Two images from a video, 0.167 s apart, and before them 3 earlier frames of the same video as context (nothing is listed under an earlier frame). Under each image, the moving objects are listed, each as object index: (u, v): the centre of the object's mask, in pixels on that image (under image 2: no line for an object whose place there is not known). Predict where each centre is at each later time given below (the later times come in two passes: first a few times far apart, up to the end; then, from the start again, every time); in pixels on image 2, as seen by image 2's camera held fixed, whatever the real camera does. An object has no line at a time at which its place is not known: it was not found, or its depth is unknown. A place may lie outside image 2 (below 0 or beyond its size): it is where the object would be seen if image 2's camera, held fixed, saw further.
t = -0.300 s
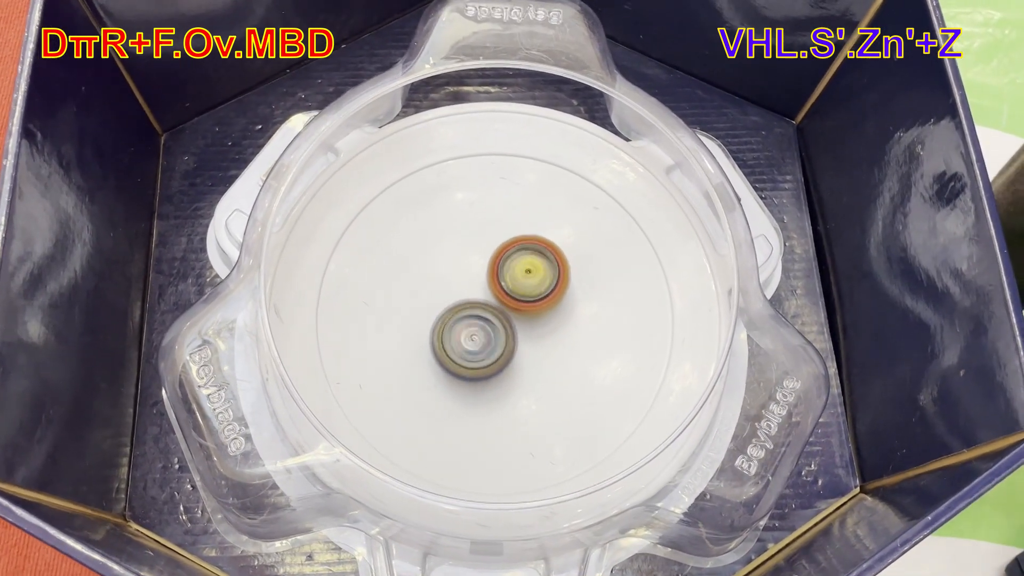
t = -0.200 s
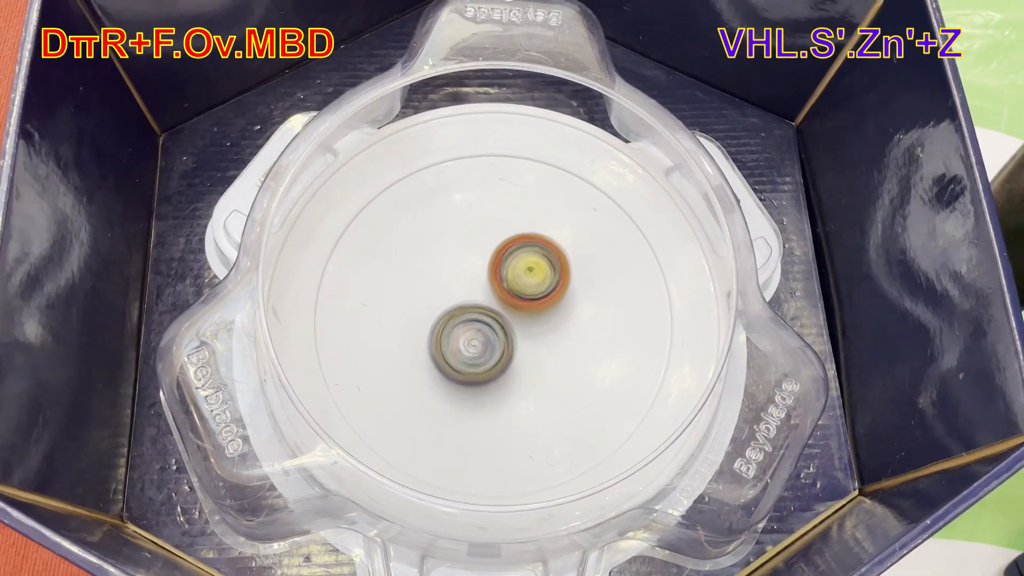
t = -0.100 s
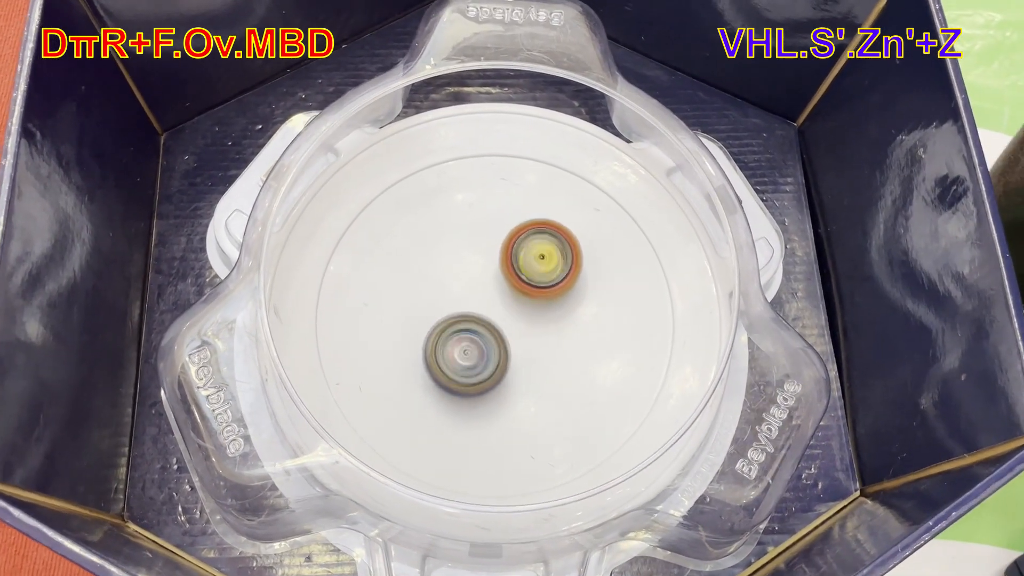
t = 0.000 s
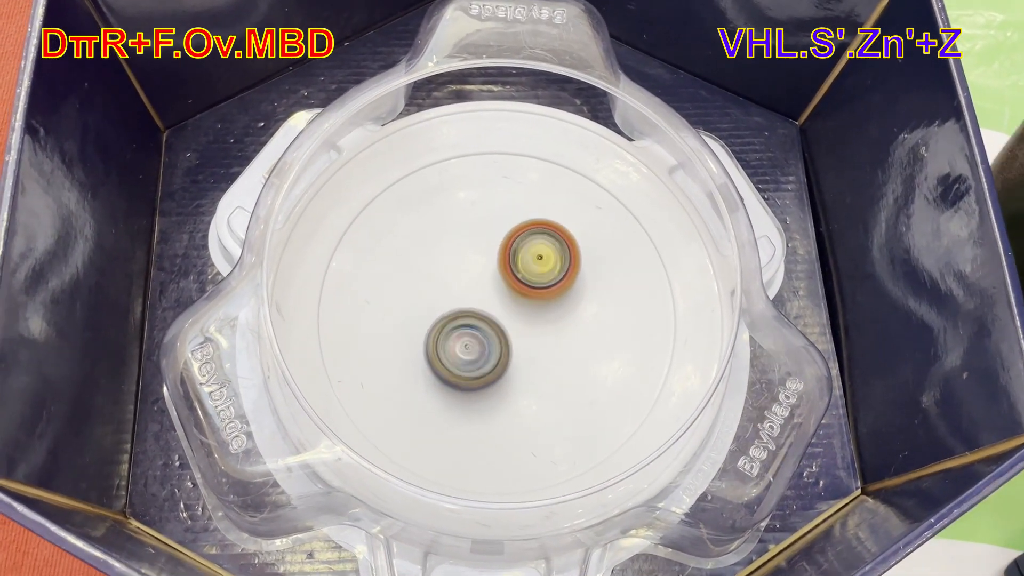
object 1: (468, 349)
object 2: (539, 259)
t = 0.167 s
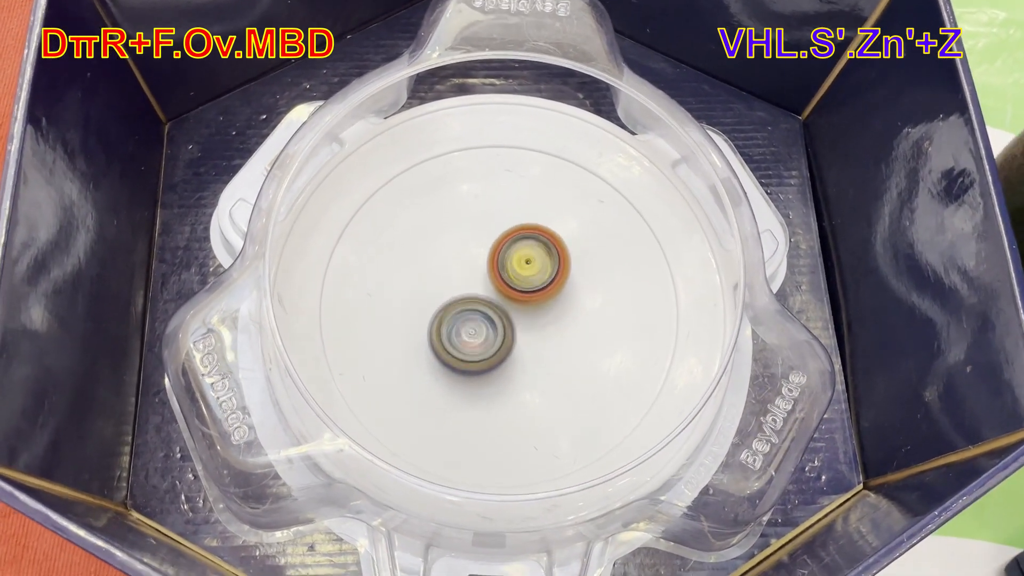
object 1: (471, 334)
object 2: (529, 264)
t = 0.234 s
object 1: (471, 337)
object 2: (527, 264)
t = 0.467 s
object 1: (474, 334)
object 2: (524, 264)
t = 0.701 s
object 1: (471, 336)
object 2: (527, 260)
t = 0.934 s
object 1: (473, 333)
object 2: (523, 262)
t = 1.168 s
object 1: (471, 333)
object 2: (525, 259)
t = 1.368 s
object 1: (461, 350)
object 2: (539, 246)
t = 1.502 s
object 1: (460, 347)
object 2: (532, 255)
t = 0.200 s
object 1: (473, 333)
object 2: (526, 266)
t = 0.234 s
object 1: (471, 337)
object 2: (527, 264)
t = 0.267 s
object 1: (470, 339)
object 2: (527, 262)
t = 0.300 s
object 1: (472, 339)
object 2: (527, 262)
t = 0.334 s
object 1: (472, 338)
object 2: (525, 263)
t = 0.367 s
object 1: (473, 335)
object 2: (524, 265)
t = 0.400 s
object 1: (475, 333)
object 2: (523, 265)
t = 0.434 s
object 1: (475, 334)
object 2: (523, 265)
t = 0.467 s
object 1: (474, 334)
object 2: (524, 264)
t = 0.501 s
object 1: (471, 340)
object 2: (528, 258)
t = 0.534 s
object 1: (469, 343)
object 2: (531, 256)
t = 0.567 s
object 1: (470, 342)
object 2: (532, 254)
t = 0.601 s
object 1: (470, 341)
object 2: (532, 255)
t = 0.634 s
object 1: (469, 339)
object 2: (530, 257)
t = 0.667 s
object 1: (471, 337)
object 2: (529, 258)
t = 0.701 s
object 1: (471, 336)
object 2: (527, 260)
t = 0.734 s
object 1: (471, 334)
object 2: (525, 262)
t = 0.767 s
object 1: (473, 332)
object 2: (523, 264)
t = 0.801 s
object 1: (472, 334)
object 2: (524, 262)
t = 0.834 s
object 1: (471, 334)
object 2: (524, 262)
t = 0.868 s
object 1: (472, 334)
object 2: (524, 263)
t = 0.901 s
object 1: (473, 333)
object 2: (523, 263)
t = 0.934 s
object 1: (473, 333)
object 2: (523, 262)
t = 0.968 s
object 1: (470, 337)
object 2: (527, 256)
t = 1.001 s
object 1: (470, 339)
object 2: (529, 254)
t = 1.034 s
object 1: (471, 338)
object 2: (530, 254)
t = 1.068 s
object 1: (471, 337)
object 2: (530, 255)
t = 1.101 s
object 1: (470, 335)
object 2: (528, 256)
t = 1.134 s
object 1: (471, 334)
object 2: (527, 258)
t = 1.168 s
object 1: (471, 333)
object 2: (525, 259)
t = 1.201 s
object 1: (472, 331)
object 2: (523, 262)
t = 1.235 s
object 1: (472, 332)
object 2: (523, 262)
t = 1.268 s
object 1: (466, 342)
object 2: (529, 254)
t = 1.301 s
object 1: (462, 349)
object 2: (534, 249)
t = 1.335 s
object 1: (461, 352)
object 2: (538, 246)
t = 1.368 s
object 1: (461, 350)
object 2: (539, 246)
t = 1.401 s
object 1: (460, 350)
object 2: (538, 248)
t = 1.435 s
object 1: (459, 349)
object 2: (537, 250)
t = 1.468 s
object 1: (460, 348)
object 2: (534, 252)
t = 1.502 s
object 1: (460, 347)
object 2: (532, 255)
